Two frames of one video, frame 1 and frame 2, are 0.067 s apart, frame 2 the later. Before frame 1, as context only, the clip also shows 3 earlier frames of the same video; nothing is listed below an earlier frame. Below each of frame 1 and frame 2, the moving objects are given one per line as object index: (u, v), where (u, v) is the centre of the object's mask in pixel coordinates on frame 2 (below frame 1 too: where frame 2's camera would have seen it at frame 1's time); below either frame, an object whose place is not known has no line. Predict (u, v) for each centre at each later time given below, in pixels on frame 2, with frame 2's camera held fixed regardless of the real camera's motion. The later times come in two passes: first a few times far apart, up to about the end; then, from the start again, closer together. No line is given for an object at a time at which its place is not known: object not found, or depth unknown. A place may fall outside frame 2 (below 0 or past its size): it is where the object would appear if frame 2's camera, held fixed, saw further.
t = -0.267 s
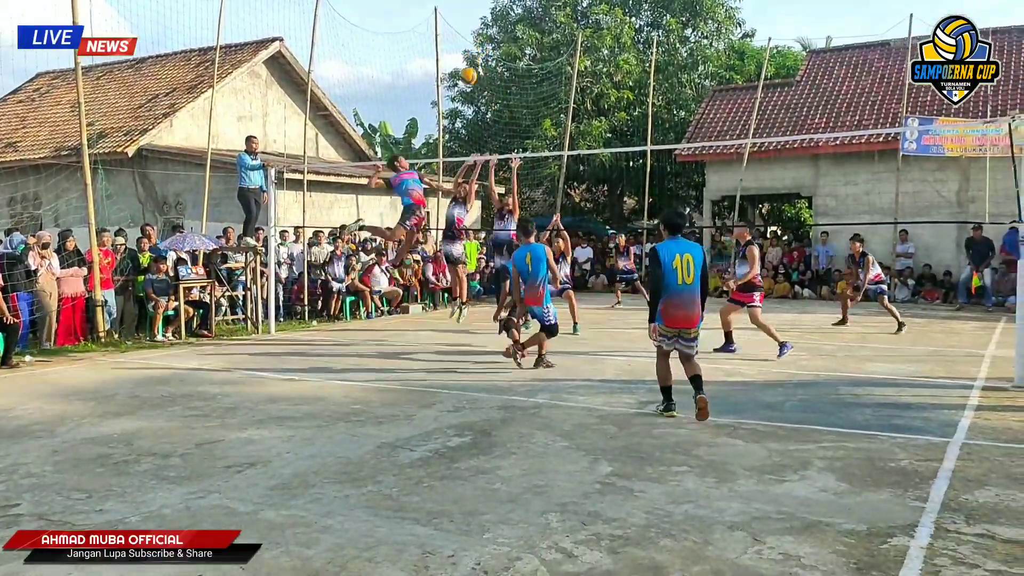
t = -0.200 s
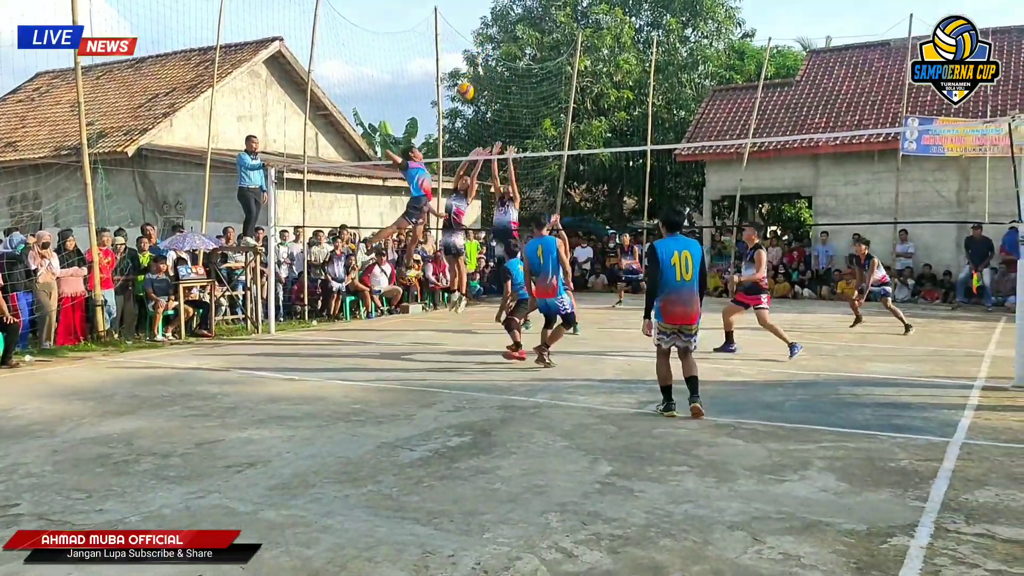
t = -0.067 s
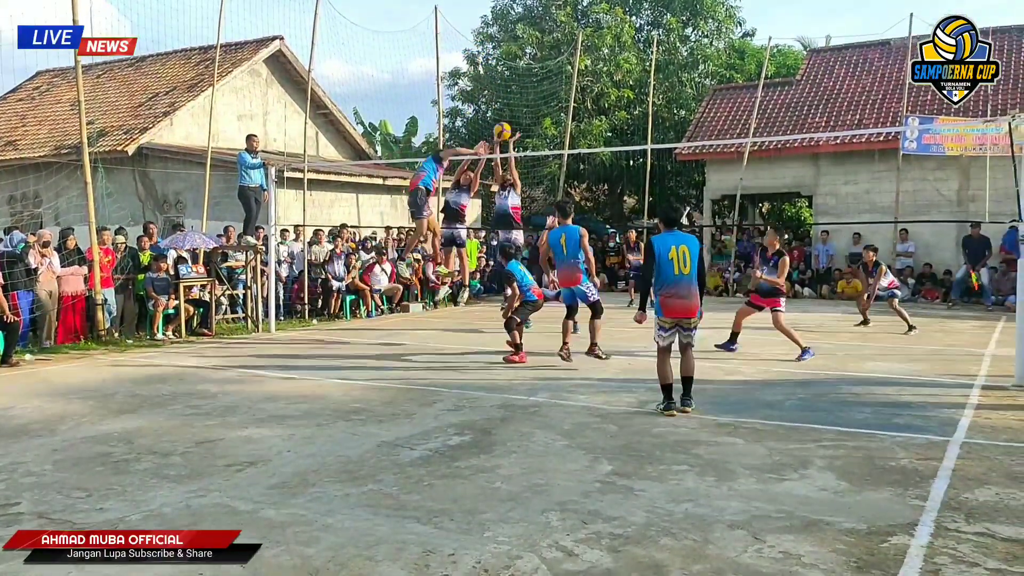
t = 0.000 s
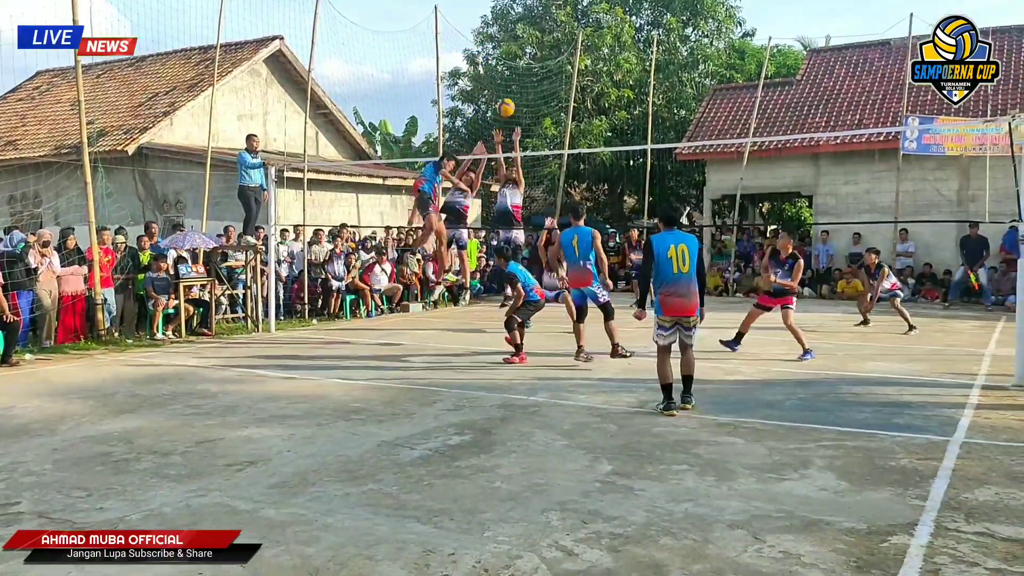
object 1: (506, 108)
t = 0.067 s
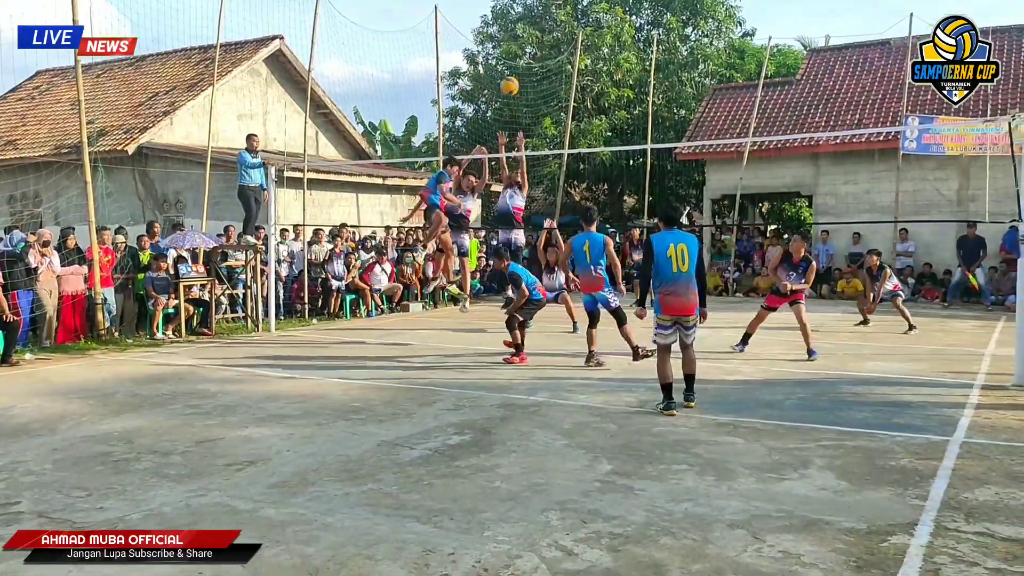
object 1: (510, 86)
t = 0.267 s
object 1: (525, 41)
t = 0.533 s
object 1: (556, 34)
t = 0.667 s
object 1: (579, 66)
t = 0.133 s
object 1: (514, 67)
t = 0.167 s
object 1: (517, 59)
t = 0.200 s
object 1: (519, 52)
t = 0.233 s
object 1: (522, 46)
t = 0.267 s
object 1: (525, 41)
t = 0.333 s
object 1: (532, 32)
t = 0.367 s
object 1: (536, 29)
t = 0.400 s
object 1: (539, 28)
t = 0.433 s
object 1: (543, 28)
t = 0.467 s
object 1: (547, 28)
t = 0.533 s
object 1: (556, 34)
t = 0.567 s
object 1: (562, 40)
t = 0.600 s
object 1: (567, 47)
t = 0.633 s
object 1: (573, 56)
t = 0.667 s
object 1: (579, 66)
